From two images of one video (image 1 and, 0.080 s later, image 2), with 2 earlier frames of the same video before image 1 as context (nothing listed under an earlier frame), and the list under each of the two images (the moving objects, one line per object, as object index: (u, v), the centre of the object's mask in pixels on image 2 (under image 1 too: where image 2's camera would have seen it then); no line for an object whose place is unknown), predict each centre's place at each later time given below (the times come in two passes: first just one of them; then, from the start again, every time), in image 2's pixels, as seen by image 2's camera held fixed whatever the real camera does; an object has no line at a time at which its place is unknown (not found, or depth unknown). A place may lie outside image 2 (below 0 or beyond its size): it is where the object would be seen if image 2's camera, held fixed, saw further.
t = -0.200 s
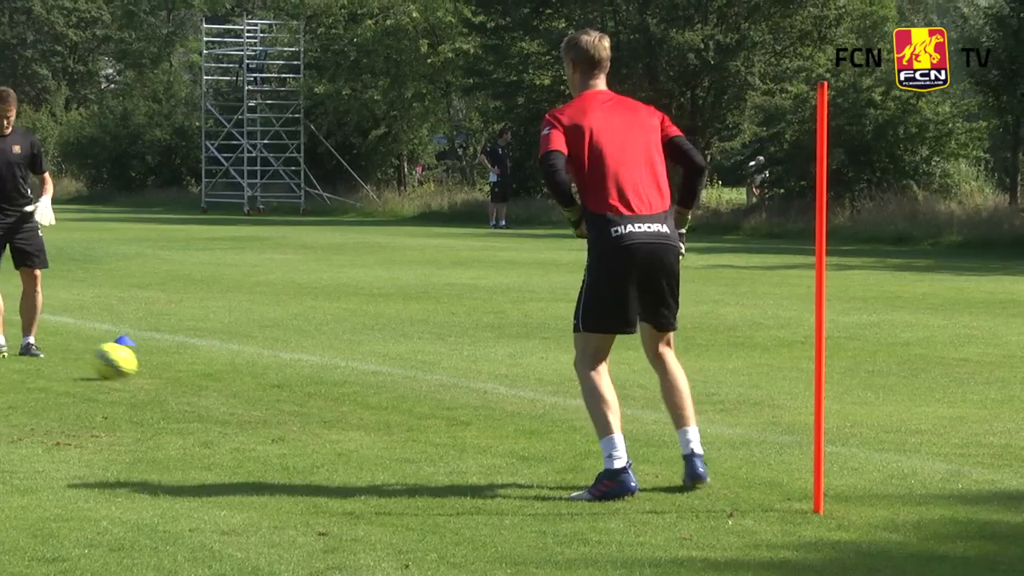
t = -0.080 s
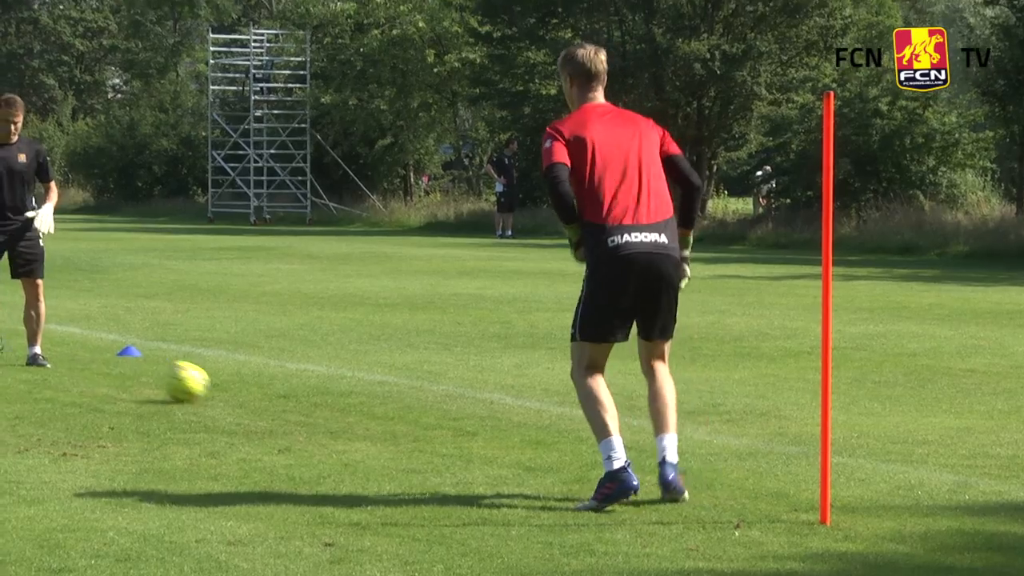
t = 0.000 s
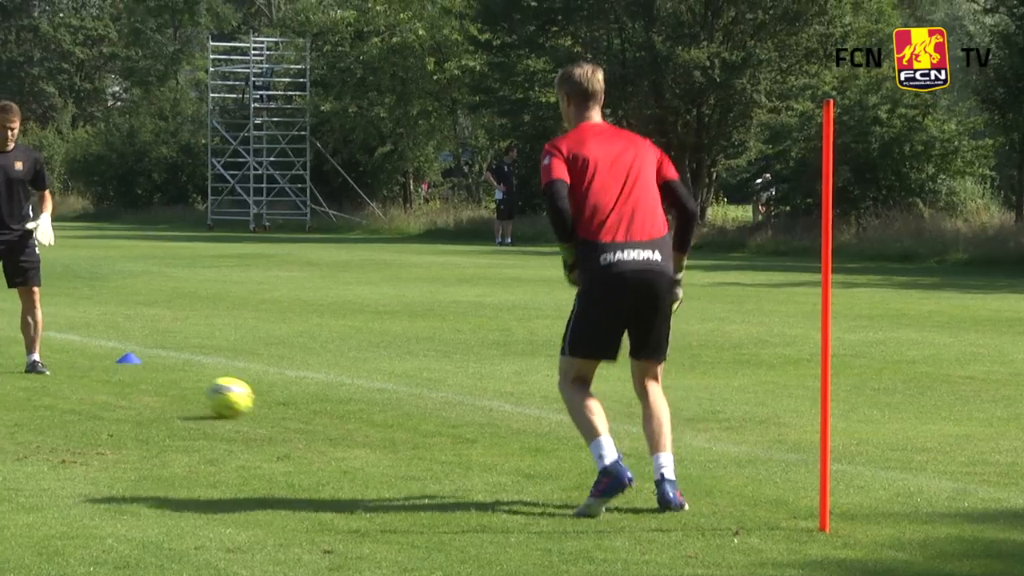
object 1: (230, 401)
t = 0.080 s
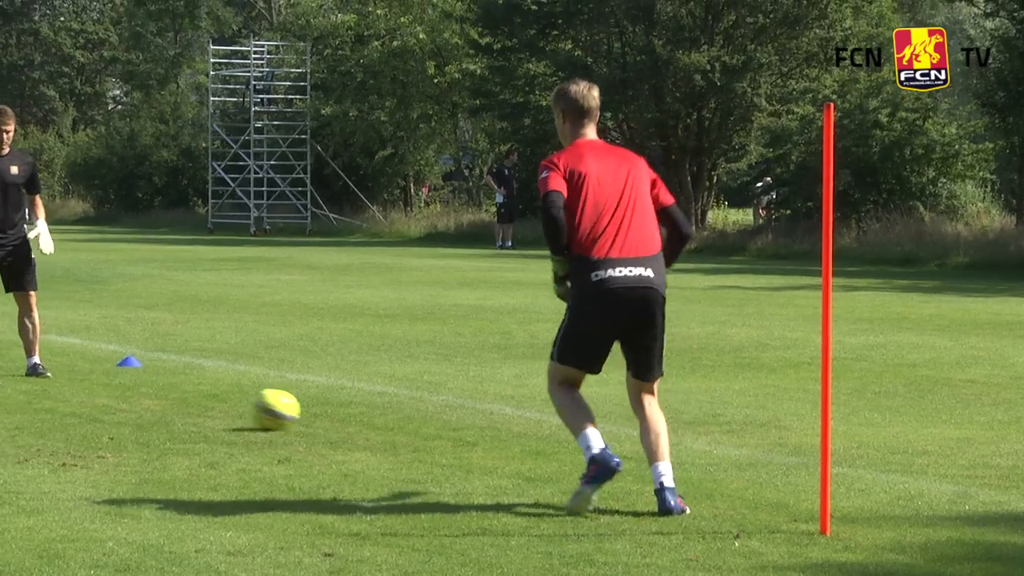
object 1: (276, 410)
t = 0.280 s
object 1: (386, 429)
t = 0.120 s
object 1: (298, 413)
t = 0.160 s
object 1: (322, 417)
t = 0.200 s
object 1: (343, 422)
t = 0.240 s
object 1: (364, 426)
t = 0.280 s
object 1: (386, 429)
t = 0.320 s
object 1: (405, 433)
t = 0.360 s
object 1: (428, 438)
